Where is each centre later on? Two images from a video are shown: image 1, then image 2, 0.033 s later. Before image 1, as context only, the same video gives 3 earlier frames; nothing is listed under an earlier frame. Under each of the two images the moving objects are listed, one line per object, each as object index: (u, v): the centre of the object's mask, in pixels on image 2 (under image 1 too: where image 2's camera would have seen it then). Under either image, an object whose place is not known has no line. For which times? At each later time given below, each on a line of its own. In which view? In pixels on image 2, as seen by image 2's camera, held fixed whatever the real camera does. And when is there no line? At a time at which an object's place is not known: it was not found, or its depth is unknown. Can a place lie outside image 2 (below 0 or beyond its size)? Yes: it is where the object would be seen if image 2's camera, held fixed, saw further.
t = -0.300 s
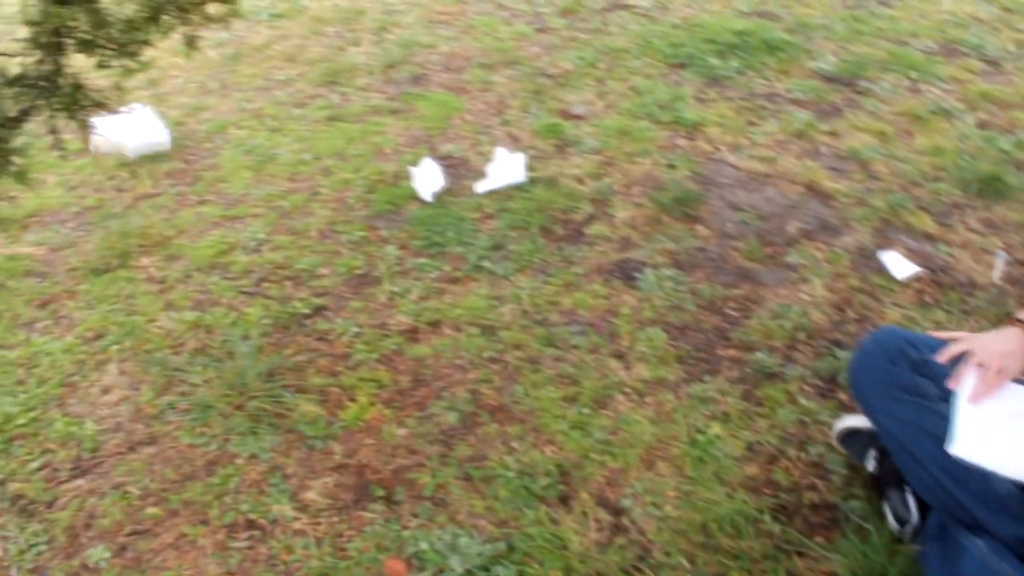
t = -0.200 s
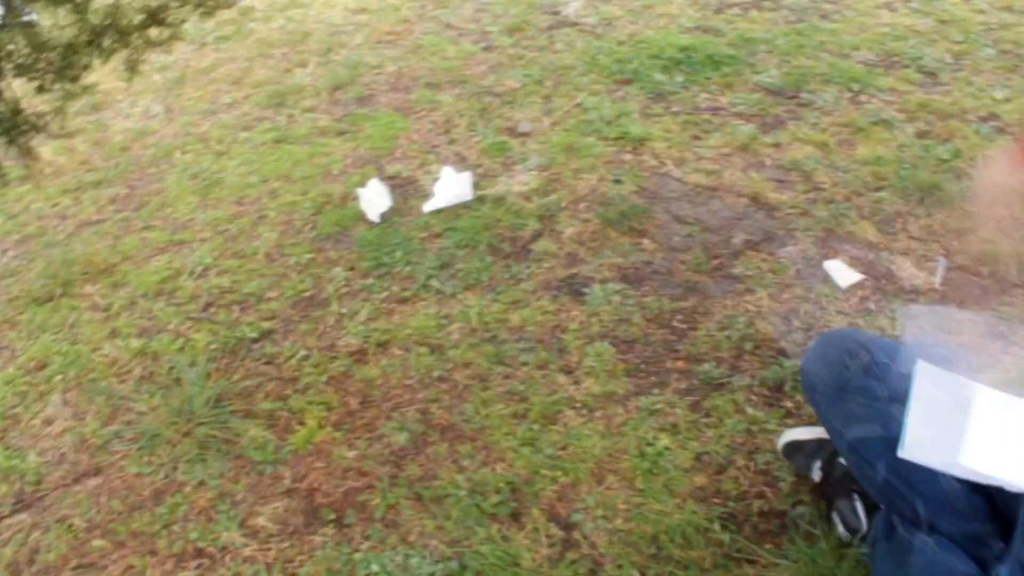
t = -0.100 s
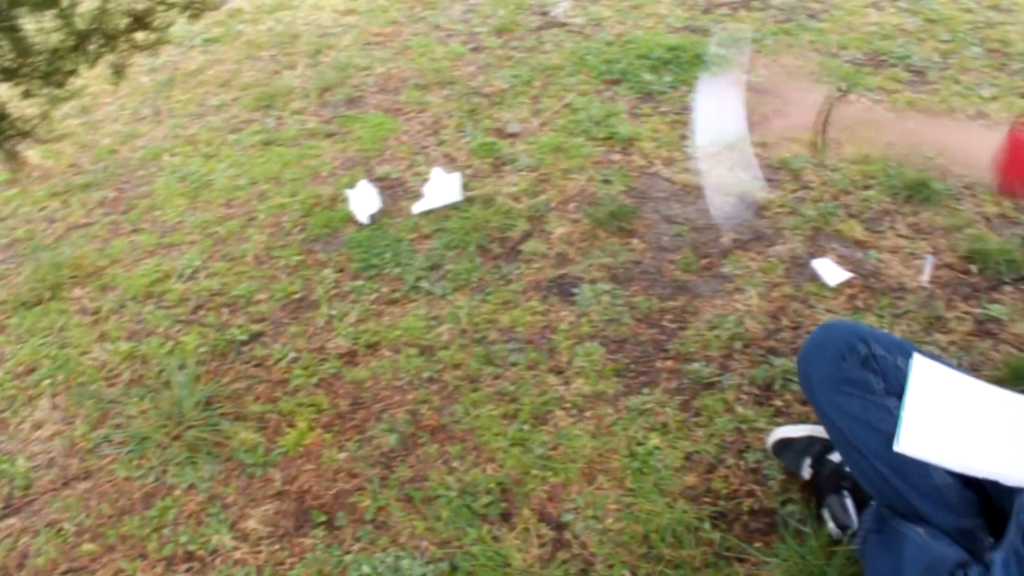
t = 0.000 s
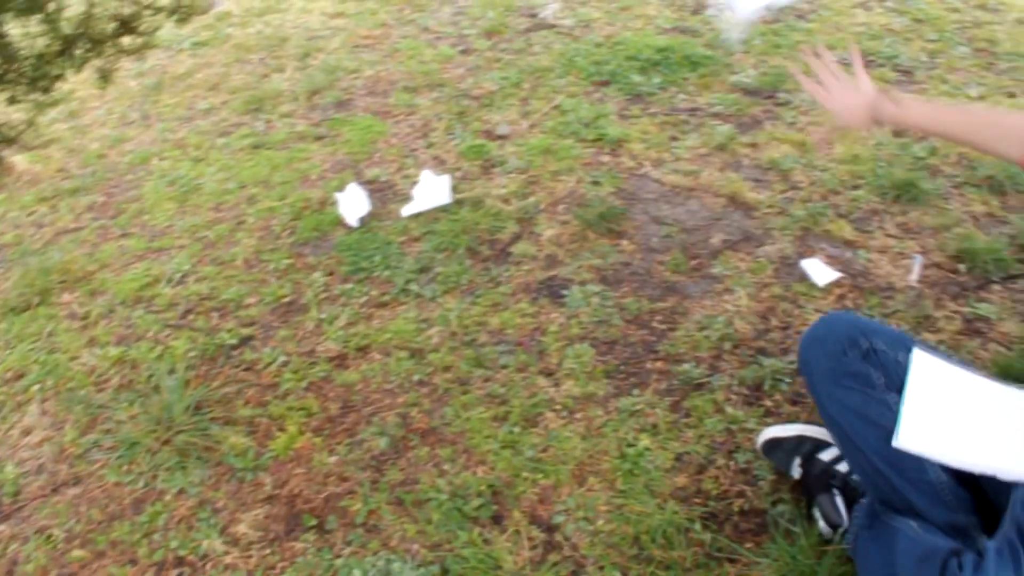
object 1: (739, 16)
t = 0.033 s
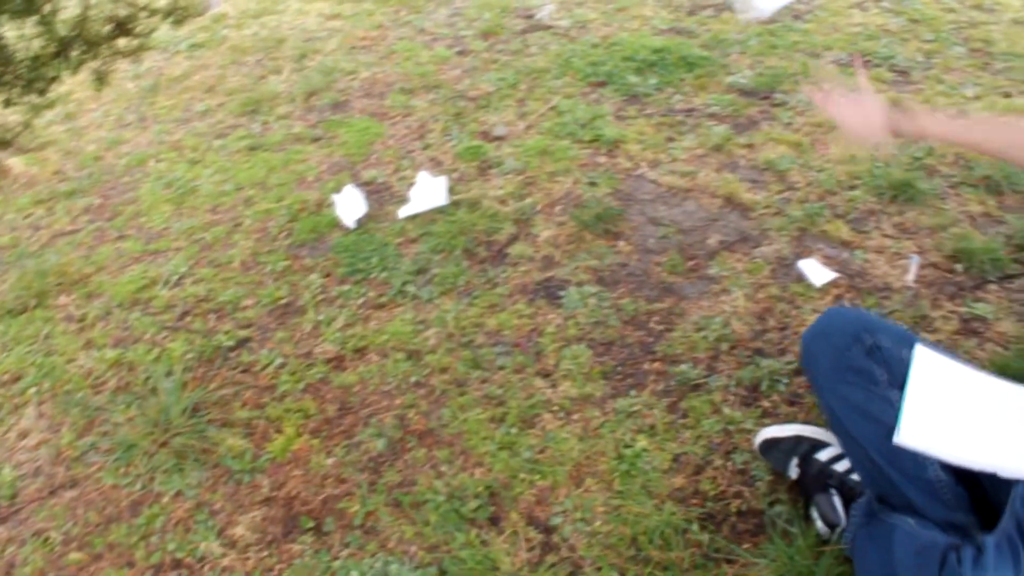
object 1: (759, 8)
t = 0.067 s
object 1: (774, 6)
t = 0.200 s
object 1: (770, -1)
